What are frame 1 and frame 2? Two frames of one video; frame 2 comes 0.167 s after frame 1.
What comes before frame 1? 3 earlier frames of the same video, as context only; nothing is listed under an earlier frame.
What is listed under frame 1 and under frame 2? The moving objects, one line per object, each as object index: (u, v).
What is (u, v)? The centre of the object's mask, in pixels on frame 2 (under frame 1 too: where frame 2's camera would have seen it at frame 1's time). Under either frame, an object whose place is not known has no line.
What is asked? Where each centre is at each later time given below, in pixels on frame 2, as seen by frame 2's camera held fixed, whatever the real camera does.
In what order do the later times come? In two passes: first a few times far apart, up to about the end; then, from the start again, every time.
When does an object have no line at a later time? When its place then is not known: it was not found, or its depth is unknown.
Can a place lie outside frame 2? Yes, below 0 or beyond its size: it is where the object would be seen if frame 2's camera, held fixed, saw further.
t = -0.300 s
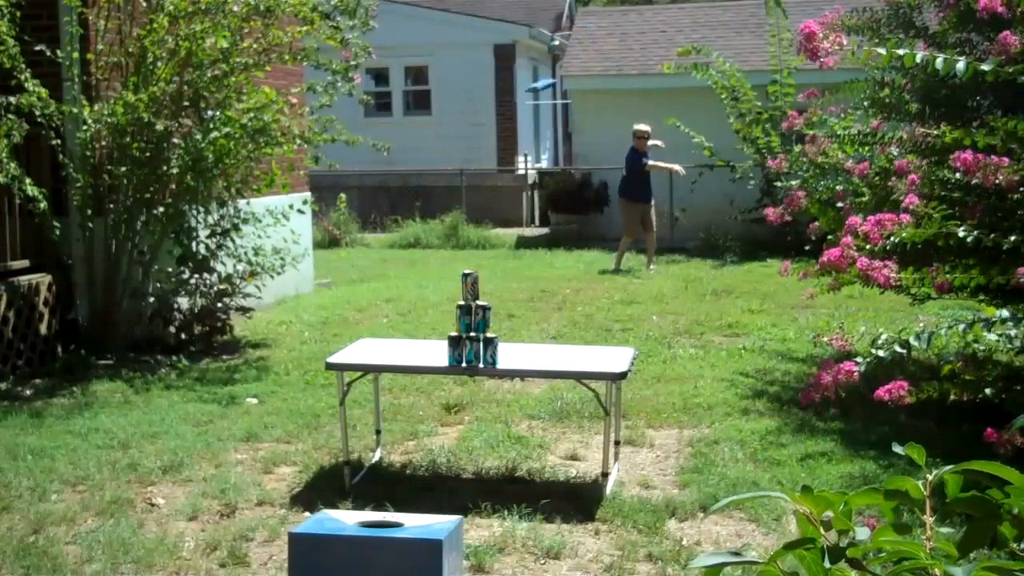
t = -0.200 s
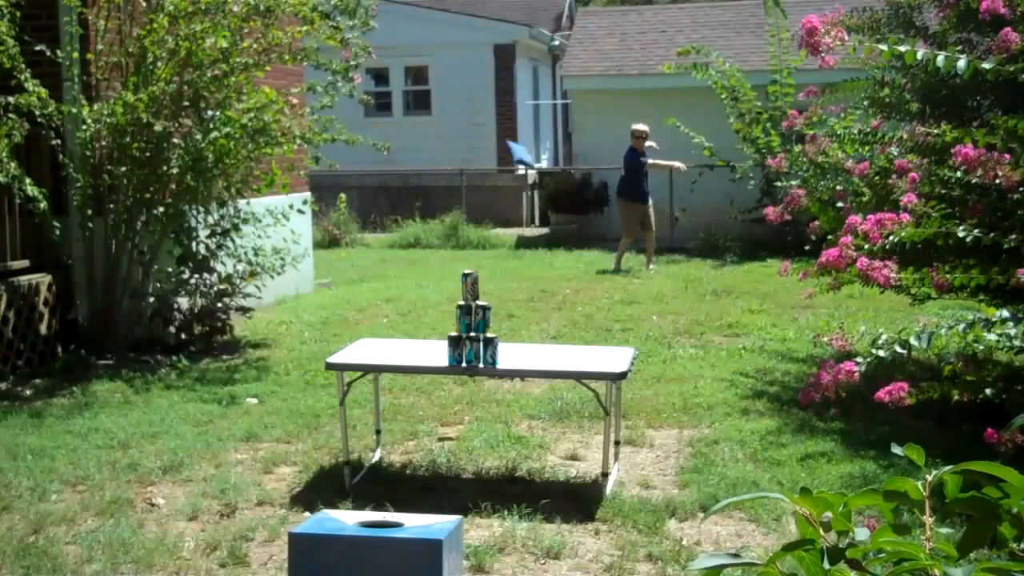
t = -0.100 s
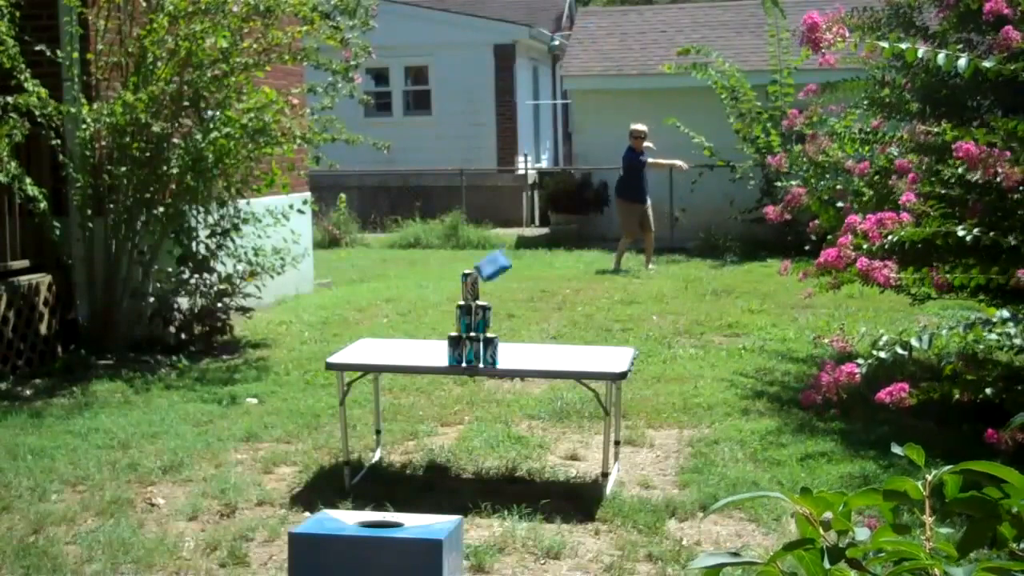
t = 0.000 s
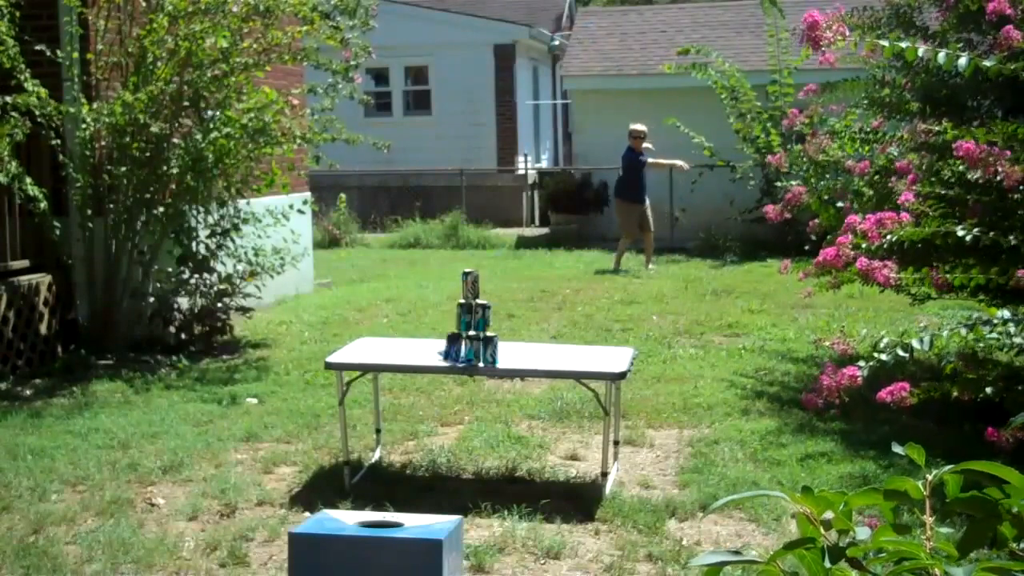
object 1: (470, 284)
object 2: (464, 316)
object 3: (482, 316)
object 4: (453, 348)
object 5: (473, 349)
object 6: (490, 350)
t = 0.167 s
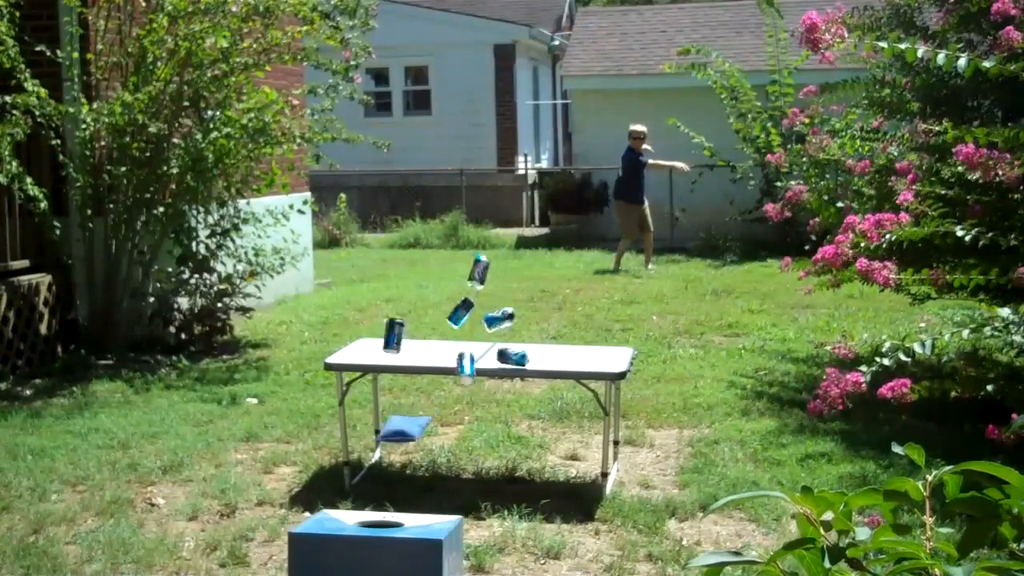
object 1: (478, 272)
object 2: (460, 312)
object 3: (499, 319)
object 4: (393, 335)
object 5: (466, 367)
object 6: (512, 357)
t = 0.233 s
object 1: (483, 286)
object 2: (461, 329)
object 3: (507, 336)
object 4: (373, 350)
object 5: (464, 400)
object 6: (521, 358)
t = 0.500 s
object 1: (489, 354)
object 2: (452, 359)
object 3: (542, 349)
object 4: (283, 490)
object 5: (521, 539)
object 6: (545, 357)
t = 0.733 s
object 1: (493, 353)
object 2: (445, 359)
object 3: (587, 356)
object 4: (188, 553)
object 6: (547, 366)
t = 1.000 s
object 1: (490, 353)
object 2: (446, 360)
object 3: (606, 354)
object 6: (555, 476)
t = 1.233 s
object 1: (492, 353)
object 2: (446, 360)
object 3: (614, 351)
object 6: (541, 506)
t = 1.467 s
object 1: (496, 353)
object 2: (445, 359)
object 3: (621, 349)
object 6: (539, 510)
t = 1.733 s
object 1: (503, 353)
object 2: (445, 360)
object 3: (630, 346)
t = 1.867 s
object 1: (508, 354)
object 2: (445, 360)
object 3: (634, 345)
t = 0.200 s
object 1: (481, 277)
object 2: (460, 320)
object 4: (383, 341)
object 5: (464, 383)
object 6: (517, 356)
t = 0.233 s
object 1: (483, 286)
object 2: (461, 329)
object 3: (507, 336)
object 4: (373, 350)
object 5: (464, 400)
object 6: (521, 358)
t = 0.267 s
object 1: (486, 297)
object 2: (460, 342)
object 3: (509, 341)
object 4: (360, 357)
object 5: (463, 420)
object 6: (524, 356)
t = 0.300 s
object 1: (488, 312)
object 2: (460, 355)
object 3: (510, 350)
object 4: (351, 373)
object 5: (464, 442)
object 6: (528, 356)
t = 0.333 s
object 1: (492, 327)
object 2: (461, 355)
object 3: (510, 356)
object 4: (340, 389)
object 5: (466, 476)
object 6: (533, 357)
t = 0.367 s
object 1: (494, 347)
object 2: (462, 354)
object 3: (514, 354)
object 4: (330, 410)
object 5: (471, 498)
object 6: (536, 358)
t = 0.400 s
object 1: (488, 351)
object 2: (462, 355)
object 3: (523, 354)
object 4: (322, 436)
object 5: (483, 502)
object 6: (540, 359)
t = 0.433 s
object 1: (487, 353)
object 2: (459, 357)
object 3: (530, 350)
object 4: (311, 467)
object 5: (496, 507)
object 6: (541, 362)
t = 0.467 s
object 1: (488, 353)
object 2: (456, 359)
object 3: (534, 351)
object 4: (300, 495)
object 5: (508, 523)
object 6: (543, 357)
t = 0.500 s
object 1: (489, 354)
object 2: (452, 359)
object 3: (542, 349)
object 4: (283, 490)
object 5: (521, 539)
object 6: (545, 357)
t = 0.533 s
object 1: (490, 355)
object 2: (449, 359)
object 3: (559, 352)
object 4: (267, 489)
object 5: (534, 557)
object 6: (550, 358)
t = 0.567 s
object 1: (491, 354)
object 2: (446, 359)
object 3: (568, 353)
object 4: (254, 489)
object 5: (550, 569)
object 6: (547, 361)
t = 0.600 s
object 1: (493, 354)
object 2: (445, 360)
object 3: (571, 354)
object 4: (241, 493)
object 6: (547, 362)
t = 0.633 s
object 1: (492, 354)
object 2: (445, 360)
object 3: (574, 355)
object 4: (226, 503)
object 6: (547, 363)
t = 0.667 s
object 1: (493, 353)
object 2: (445, 359)
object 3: (577, 356)
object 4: (214, 516)
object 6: (547, 362)
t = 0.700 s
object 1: (493, 353)
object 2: (445, 360)
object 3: (583, 355)
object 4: (201, 533)
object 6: (547, 362)
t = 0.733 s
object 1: (493, 353)
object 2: (445, 359)
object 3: (587, 356)
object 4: (188, 553)
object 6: (547, 366)
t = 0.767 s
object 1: (493, 353)
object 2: (445, 359)
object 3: (591, 356)
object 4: (170, 568)
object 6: (547, 371)
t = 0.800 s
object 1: (492, 353)
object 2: (445, 359)
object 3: (595, 356)
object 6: (547, 378)
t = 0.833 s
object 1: (492, 353)
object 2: (445, 359)
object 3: (598, 355)
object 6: (548, 387)
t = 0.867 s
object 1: (491, 353)
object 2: (445, 360)
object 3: (601, 355)
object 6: (549, 399)
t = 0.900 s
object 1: (491, 353)
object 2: (445, 360)
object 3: (603, 355)
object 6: (550, 415)
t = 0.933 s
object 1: (491, 353)
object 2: (446, 359)
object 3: (604, 354)
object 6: (551, 433)
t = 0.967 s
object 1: (490, 353)
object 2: (446, 360)
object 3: (605, 354)
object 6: (553, 454)
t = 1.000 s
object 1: (490, 353)
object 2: (446, 360)
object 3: (606, 354)
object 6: (555, 476)
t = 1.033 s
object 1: (490, 353)
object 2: (446, 359)
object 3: (608, 353)
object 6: (556, 498)
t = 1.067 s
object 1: (490, 353)
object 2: (446, 359)
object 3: (609, 353)
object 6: (552, 494)
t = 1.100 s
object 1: (490, 353)
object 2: (446, 359)
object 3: (610, 352)
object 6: (548, 498)
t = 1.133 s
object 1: (490, 353)
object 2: (445, 360)
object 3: (611, 352)
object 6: (543, 499)
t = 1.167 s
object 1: (491, 353)
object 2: (445, 360)
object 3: (611, 352)
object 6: (542, 504)
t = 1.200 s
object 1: (491, 353)
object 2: (445, 360)
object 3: (613, 352)
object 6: (542, 505)
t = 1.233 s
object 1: (492, 353)
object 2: (446, 360)
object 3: (614, 351)
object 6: (541, 506)
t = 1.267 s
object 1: (492, 353)
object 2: (446, 360)
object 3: (615, 351)
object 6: (540, 507)
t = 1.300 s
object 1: (493, 353)
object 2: (446, 360)
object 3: (615, 351)
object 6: (539, 509)
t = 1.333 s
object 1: (493, 353)
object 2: (445, 360)
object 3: (616, 350)
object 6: (538, 511)
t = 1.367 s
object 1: (494, 353)
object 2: (445, 360)
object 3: (617, 350)
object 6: (539, 510)
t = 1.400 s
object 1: (495, 353)
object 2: (445, 360)
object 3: (619, 350)
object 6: (539, 510)
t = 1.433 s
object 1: (495, 353)
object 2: (445, 360)
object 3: (620, 350)
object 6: (539, 510)
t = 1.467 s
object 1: (496, 353)
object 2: (445, 359)
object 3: (621, 349)
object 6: (539, 510)
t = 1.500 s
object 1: (497, 353)
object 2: (445, 360)
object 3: (622, 349)
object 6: (539, 511)
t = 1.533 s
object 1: (498, 353)
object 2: (446, 360)
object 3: (623, 349)
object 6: (539, 511)
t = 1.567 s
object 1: (499, 353)
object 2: (446, 360)
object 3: (624, 348)
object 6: (539, 510)
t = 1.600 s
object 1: (500, 353)
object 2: (446, 360)
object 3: (625, 348)
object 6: (539, 511)
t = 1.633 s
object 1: (500, 353)
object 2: (445, 360)
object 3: (626, 348)
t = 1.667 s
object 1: (501, 353)
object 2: (445, 360)
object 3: (628, 347)
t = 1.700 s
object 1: (502, 353)
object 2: (445, 359)
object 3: (629, 346)
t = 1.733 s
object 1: (503, 353)
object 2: (445, 360)
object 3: (630, 346)
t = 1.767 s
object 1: (505, 354)
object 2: (445, 360)
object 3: (631, 346)
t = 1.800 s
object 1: (506, 354)
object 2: (445, 360)
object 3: (632, 345)
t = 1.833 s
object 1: (507, 353)
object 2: (445, 360)
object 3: (633, 345)
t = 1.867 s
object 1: (508, 354)
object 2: (445, 360)
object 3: (634, 345)
